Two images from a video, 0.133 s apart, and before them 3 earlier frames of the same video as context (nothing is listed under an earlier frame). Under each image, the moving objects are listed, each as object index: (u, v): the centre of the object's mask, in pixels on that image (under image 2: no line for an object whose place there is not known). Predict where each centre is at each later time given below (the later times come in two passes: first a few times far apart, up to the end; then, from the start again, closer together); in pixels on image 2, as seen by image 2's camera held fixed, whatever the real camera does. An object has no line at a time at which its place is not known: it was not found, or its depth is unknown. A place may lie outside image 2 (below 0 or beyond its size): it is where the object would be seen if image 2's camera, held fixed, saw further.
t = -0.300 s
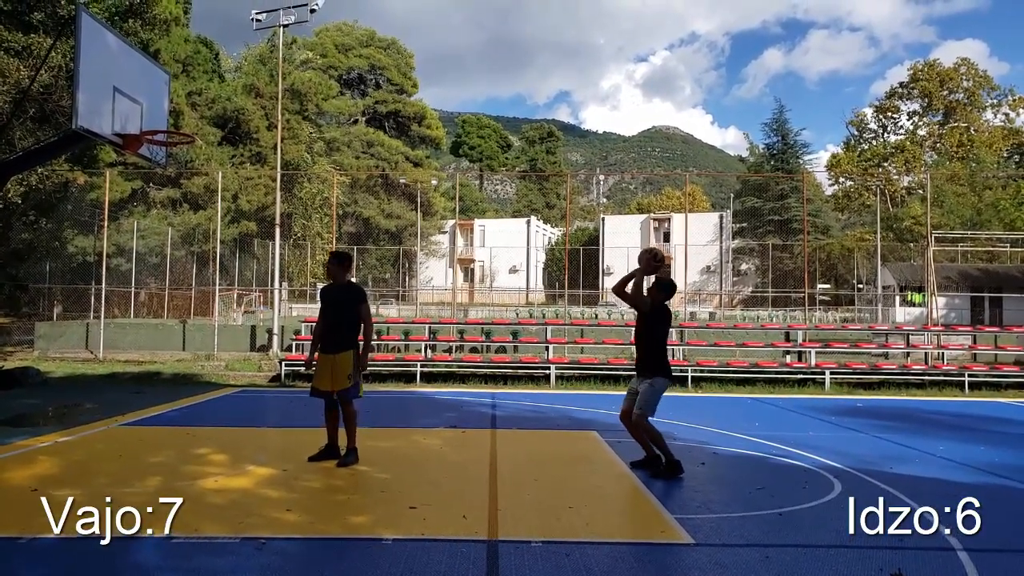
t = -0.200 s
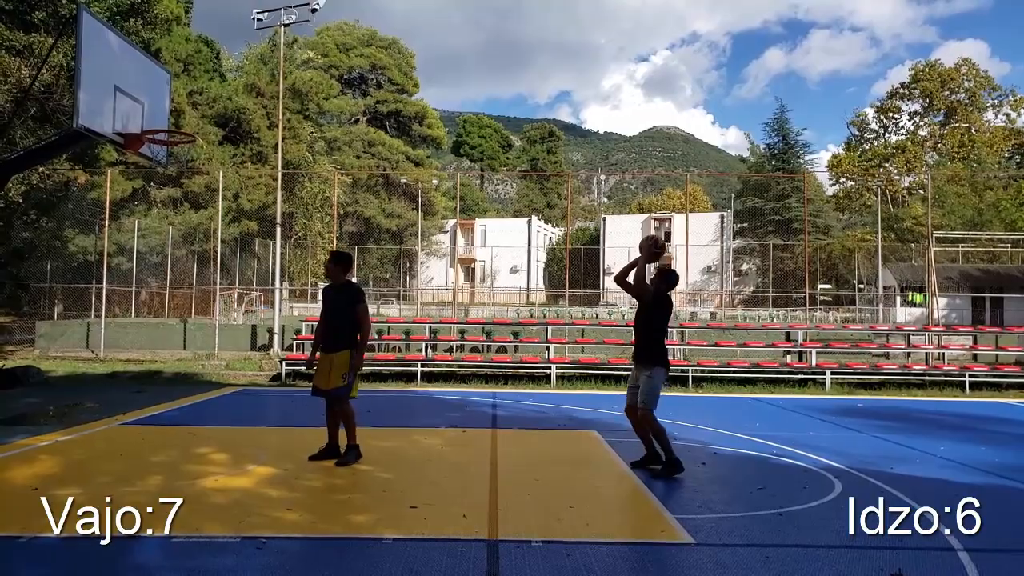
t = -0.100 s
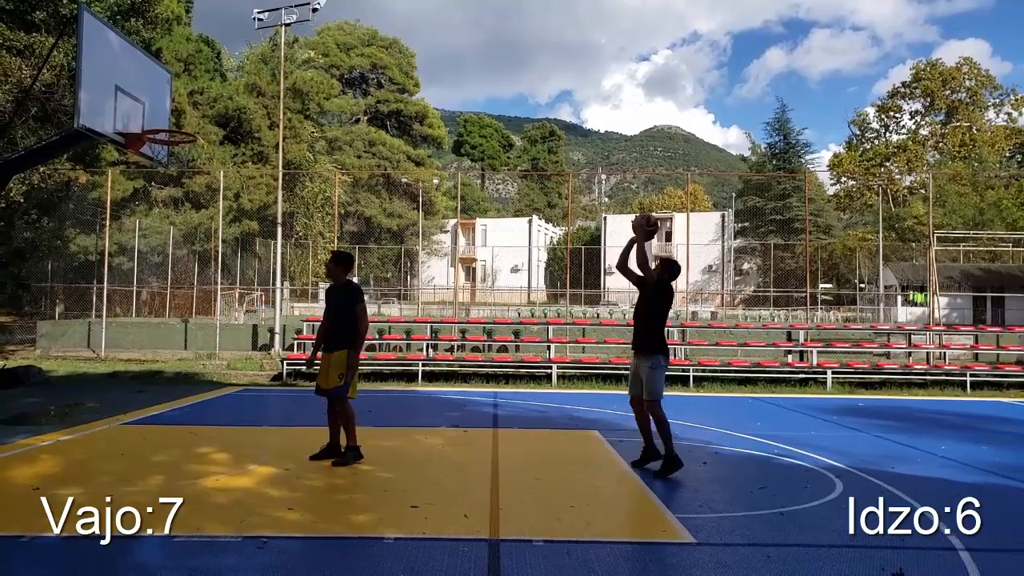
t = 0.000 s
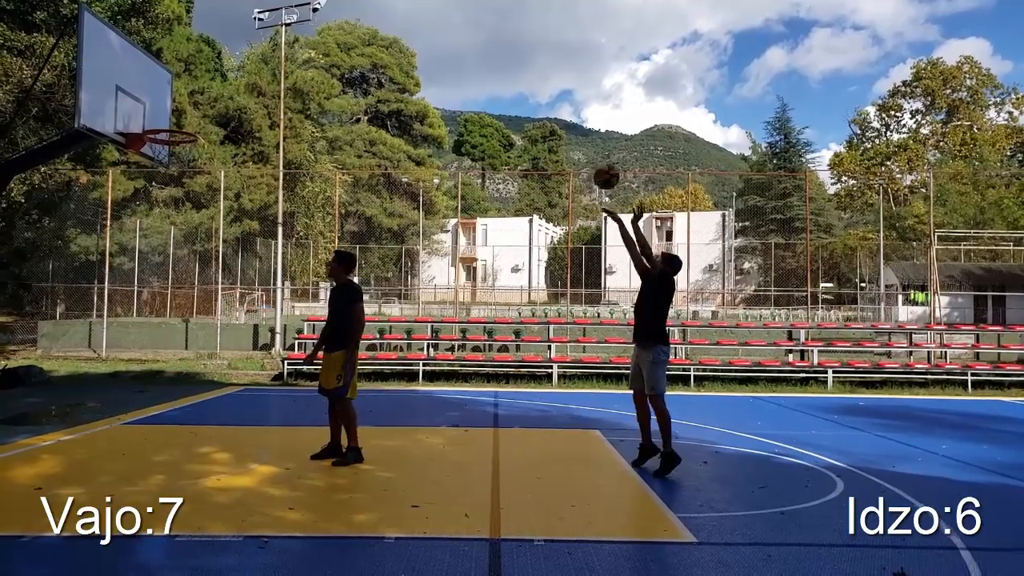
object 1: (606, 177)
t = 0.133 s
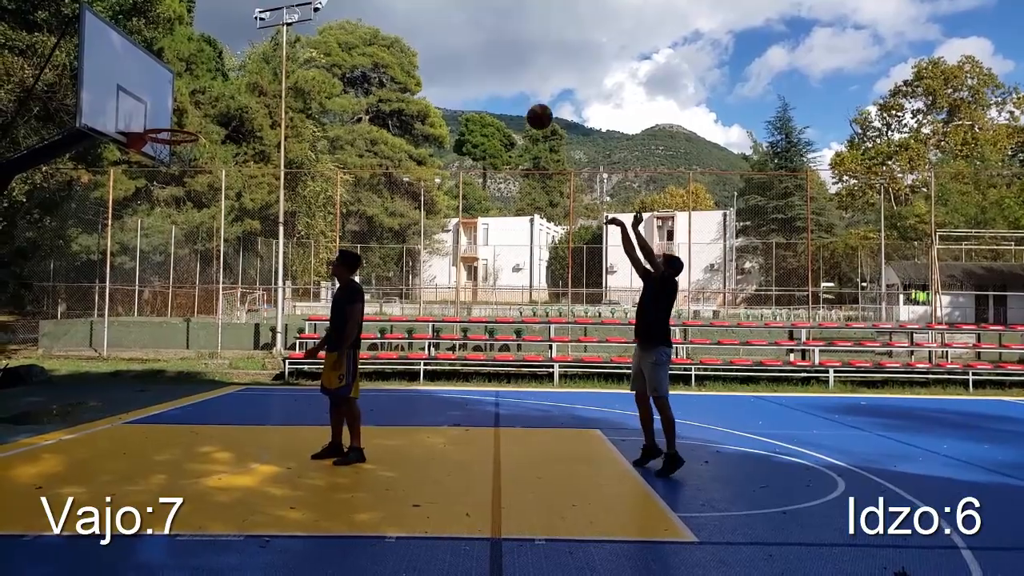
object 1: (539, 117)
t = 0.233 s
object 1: (489, 85)
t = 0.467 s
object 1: (375, 54)
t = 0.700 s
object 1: (263, 80)
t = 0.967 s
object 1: (167, 141)
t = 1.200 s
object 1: (179, 163)
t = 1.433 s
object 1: (187, 229)
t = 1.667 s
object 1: (192, 343)
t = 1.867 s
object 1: (195, 415)
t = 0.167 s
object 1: (523, 105)
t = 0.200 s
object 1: (506, 94)
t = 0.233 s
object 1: (489, 85)
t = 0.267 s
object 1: (473, 77)
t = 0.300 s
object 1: (456, 70)
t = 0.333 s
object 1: (440, 65)
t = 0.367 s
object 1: (423, 60)
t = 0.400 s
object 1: (407, 57)
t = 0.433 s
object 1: (390, 55)
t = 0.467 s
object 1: (375, 54)
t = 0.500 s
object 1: (358, 55)
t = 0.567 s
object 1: (326, 59)
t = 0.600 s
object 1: (310, 62)
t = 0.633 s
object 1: (294, 67)
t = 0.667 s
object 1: (278, 73)
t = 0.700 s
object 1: (263, 80)
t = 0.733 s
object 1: (249, 87)
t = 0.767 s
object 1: (232, 97)
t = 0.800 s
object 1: (217, 107)
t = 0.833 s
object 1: (201, 118)
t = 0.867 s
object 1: (187, 126)
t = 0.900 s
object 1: (177, 129)
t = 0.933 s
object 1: (161, 143)
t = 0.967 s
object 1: (167, 141)
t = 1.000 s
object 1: (168, 144)
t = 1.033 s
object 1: (172, 148)
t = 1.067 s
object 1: (174, 149)
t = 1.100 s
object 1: (176, 152)
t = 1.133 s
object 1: (177, 155)
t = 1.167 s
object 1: (178, 158)
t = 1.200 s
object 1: (179, 163)
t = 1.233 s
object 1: (182, 170)
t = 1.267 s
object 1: (183, 176)
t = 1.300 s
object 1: (184, 184)
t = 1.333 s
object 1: (185, 193)
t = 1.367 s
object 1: (186, 204)
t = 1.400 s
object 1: (186, 215)
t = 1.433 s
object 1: (187, 229)
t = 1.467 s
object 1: (187, 242)
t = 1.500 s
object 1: (189, 256)
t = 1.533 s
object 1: (189, 271)
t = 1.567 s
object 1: (189, 288)
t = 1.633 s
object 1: (191, 325)
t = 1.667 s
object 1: (192, 343)
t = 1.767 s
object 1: (193, 407)
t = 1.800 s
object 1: (193, 431)
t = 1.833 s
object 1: (194, 435)
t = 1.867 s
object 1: (195, 415)
